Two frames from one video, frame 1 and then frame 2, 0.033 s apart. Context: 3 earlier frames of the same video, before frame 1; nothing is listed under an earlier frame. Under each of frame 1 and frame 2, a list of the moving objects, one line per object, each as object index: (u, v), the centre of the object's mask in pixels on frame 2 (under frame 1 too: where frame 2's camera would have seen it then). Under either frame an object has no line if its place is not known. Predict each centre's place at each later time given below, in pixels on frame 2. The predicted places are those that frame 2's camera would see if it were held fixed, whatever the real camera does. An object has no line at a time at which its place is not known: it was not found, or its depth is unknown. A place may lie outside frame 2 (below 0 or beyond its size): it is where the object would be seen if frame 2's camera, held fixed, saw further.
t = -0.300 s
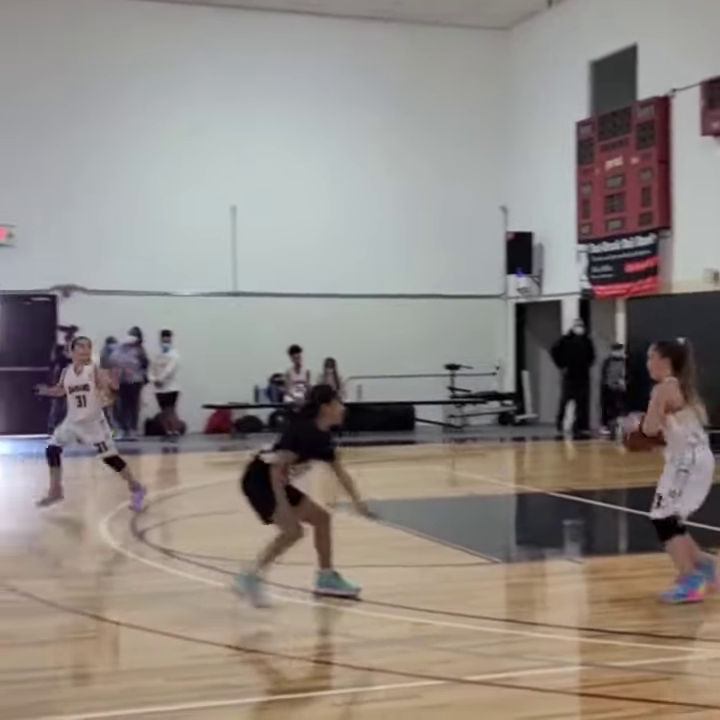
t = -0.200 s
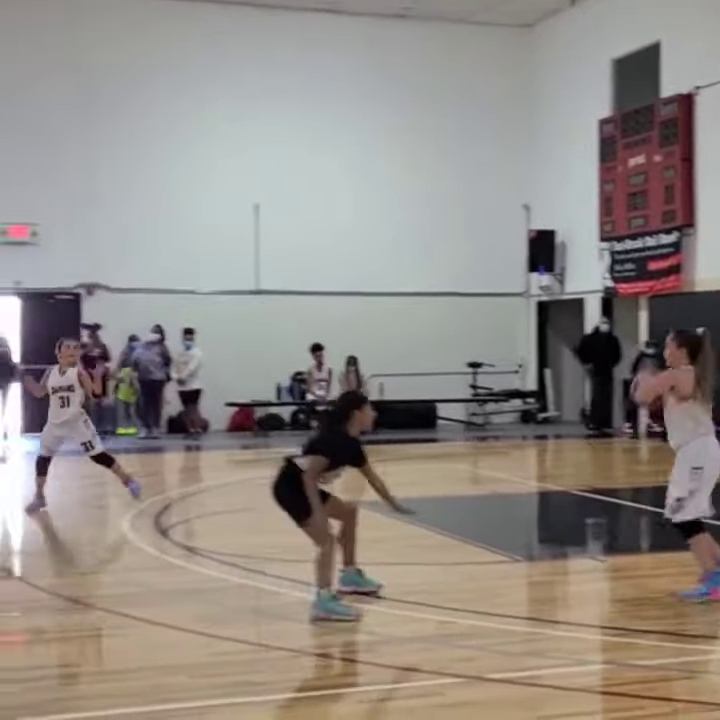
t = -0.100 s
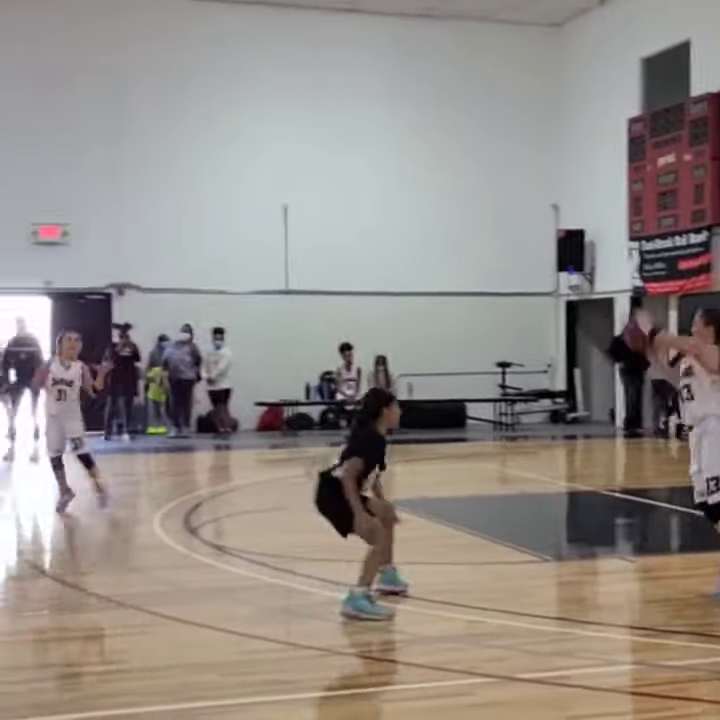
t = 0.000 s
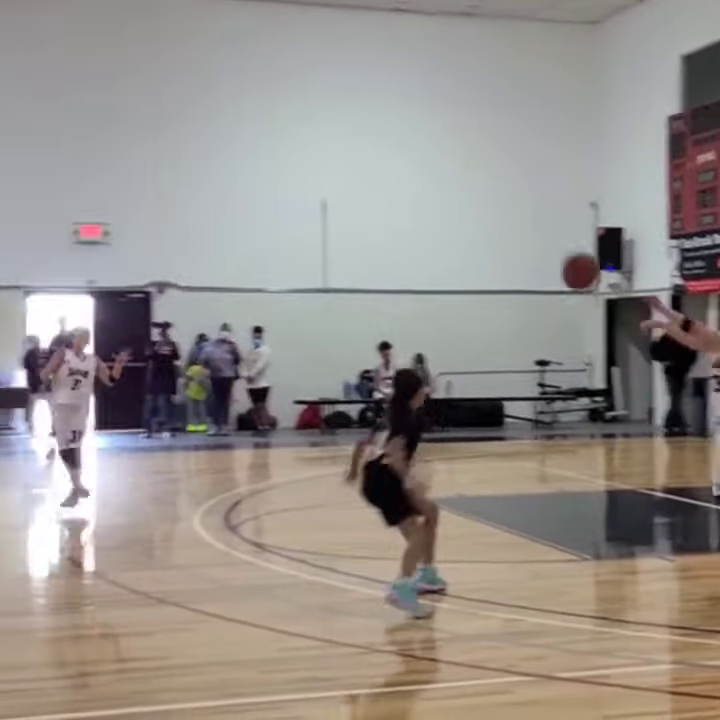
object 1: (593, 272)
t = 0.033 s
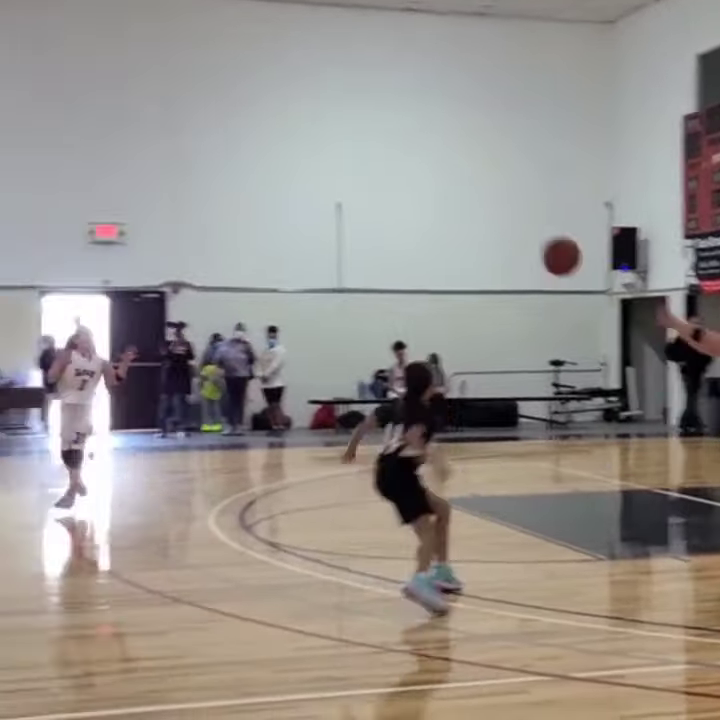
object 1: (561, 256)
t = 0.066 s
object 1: (529, 244)
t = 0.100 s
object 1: (499, 233)
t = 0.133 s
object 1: (468, 225)
